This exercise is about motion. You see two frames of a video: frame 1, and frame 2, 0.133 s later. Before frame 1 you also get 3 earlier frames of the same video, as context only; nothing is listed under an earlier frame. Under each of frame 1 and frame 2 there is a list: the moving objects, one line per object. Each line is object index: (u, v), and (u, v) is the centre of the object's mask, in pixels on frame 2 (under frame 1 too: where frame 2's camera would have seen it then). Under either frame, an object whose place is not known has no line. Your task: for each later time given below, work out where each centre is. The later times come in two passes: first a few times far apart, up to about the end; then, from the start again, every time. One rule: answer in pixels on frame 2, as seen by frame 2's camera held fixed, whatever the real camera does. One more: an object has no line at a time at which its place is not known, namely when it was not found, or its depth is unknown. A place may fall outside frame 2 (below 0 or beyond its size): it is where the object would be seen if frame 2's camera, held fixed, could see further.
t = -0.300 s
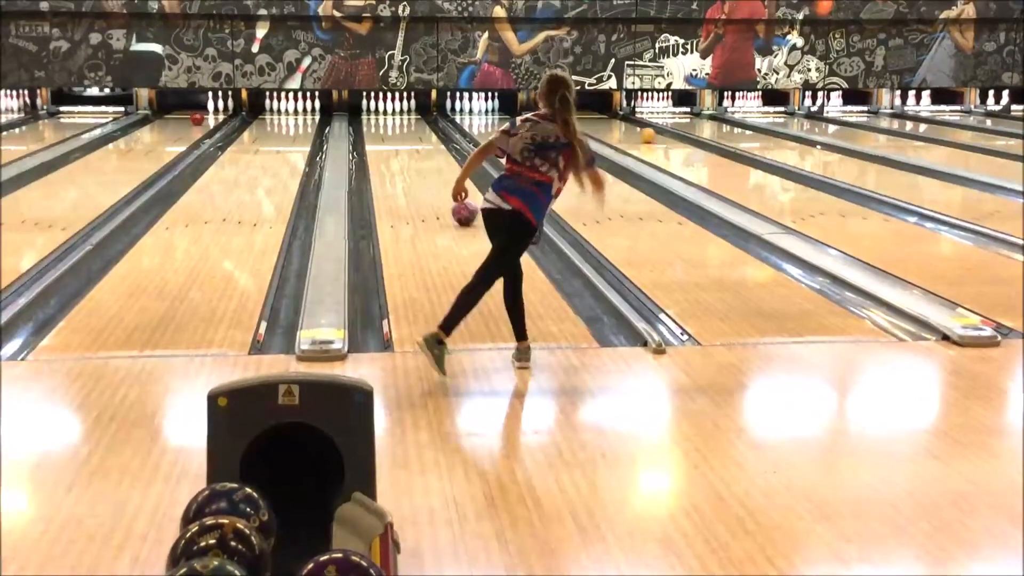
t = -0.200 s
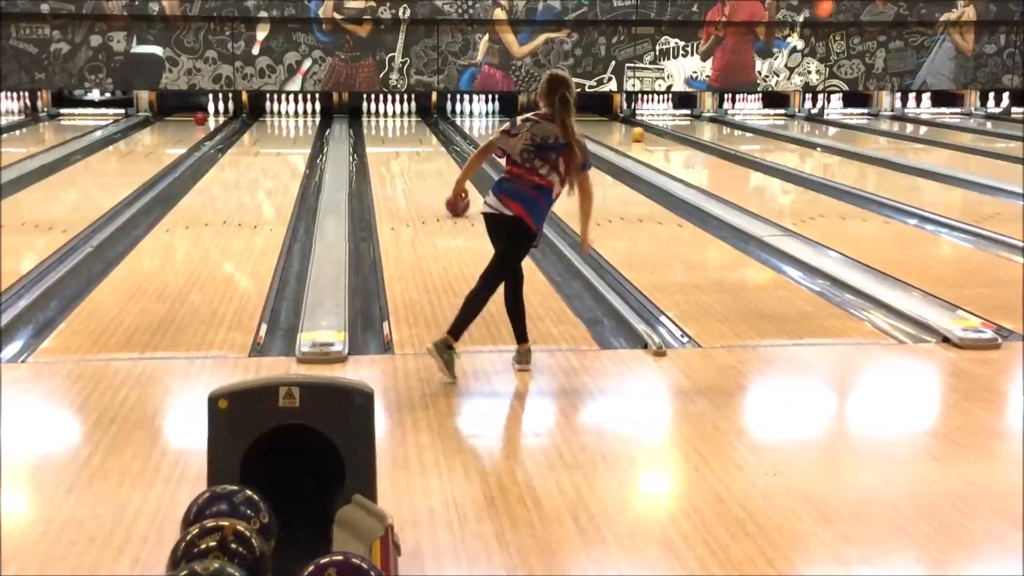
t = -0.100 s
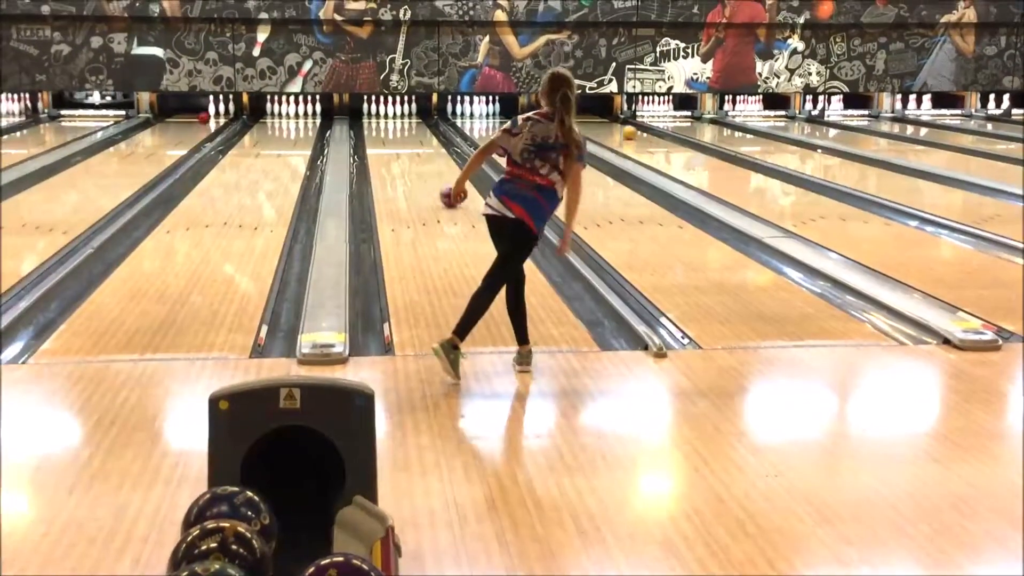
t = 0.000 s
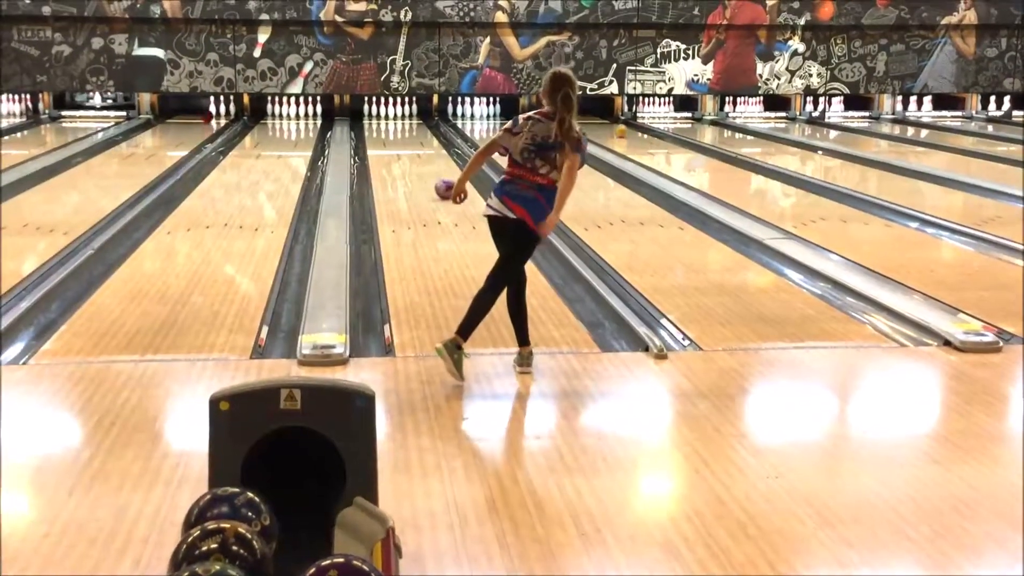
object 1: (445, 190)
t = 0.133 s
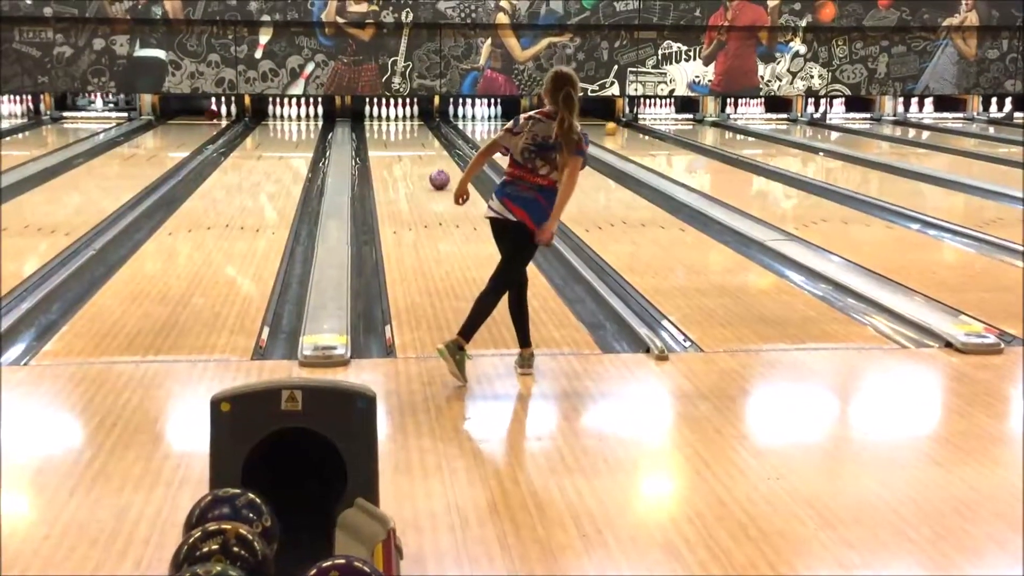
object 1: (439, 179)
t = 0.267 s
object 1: (433, 170)
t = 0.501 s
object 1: (424, 158)
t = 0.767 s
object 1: (416, 145)
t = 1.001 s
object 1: (408, 136)
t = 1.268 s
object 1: (401, 129)
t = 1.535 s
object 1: (396, 121)
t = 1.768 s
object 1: (389, 117)
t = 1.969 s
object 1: (380, 114)
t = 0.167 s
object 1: (438, 177)
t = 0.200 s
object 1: (436, 175)
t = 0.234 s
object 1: (434, 173)
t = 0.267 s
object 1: (433, 170)
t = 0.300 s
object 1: (431, 169)
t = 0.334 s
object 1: (430, 167)
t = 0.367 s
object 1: (429, 165)
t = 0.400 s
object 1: (428, 163)
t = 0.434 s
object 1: (426, 161)
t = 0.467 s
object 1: (425, 160)
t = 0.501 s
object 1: (424, 158)
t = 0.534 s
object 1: (422, 156)
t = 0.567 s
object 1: (421, 154)
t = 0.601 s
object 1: (420, 153)
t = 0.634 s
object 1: (419, 151)
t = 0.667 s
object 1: (418, 150)
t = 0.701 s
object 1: (417, 148)
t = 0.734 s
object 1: (416, 147)
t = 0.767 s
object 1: (416, 145)
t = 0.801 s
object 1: (414, 144)
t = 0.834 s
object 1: (413, 142)
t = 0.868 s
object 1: (412, 141)
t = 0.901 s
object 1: (411, 140)
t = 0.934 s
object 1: (410, 139)
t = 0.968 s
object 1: (409, 138)
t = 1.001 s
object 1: (408, 136)
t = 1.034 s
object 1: (407, 135)
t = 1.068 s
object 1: (406, 134)
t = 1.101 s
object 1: (406, 133)
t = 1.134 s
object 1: (406, 132)
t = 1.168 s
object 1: (404, 131)
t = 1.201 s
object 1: (404, 130)
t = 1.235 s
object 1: (402, 129)
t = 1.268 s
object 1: (401, 129)
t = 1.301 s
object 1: (401, 128)
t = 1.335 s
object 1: (399, 127)
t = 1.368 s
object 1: (399, 126)
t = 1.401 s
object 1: (398, 125)
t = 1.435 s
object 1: (397, 124)
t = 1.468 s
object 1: (396, 123)
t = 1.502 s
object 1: (396, 122)
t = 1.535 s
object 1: (396, 121)
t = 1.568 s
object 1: (395, 120)
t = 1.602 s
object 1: (393, 120)
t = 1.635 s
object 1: (392, 120)
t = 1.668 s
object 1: (392, 119)
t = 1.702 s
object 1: (391, 118)
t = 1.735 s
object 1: (391, 118)
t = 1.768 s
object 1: (389, 117)
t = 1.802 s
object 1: (388, 116)
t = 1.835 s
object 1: (387, 116)
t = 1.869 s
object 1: (387, 115)
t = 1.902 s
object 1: (385, 115)
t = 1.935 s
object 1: (383, 114)
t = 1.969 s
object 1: (380, 114)
